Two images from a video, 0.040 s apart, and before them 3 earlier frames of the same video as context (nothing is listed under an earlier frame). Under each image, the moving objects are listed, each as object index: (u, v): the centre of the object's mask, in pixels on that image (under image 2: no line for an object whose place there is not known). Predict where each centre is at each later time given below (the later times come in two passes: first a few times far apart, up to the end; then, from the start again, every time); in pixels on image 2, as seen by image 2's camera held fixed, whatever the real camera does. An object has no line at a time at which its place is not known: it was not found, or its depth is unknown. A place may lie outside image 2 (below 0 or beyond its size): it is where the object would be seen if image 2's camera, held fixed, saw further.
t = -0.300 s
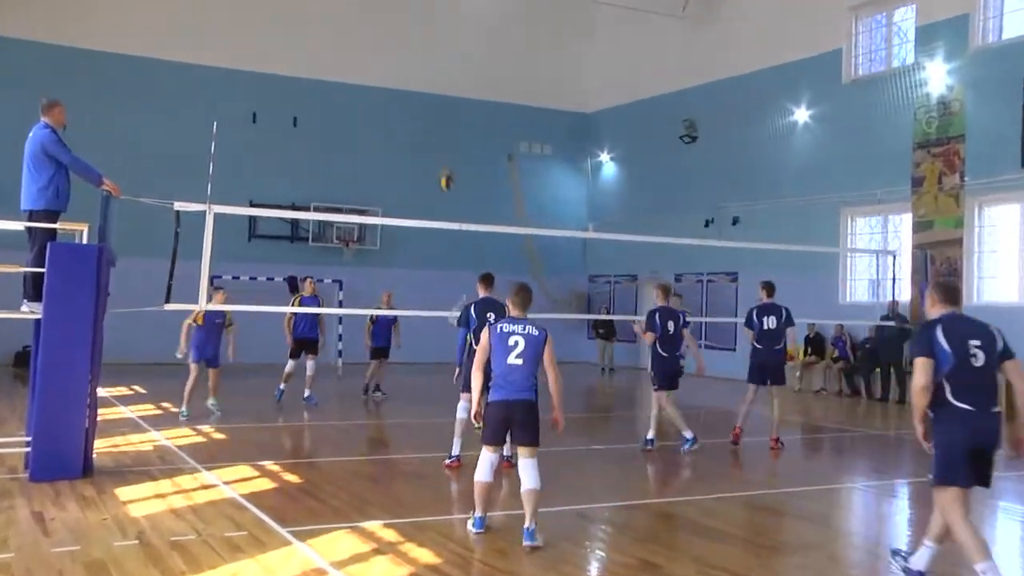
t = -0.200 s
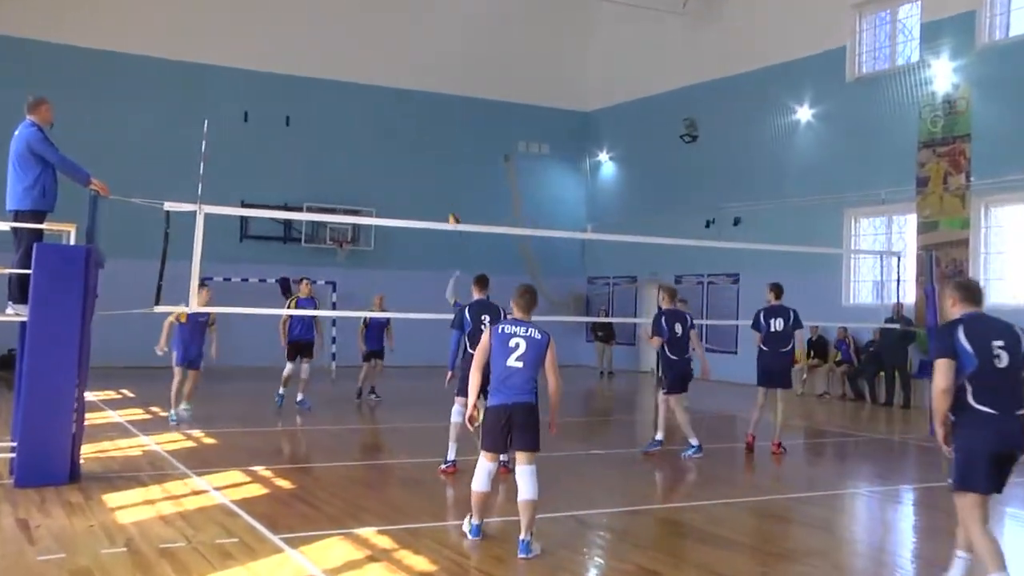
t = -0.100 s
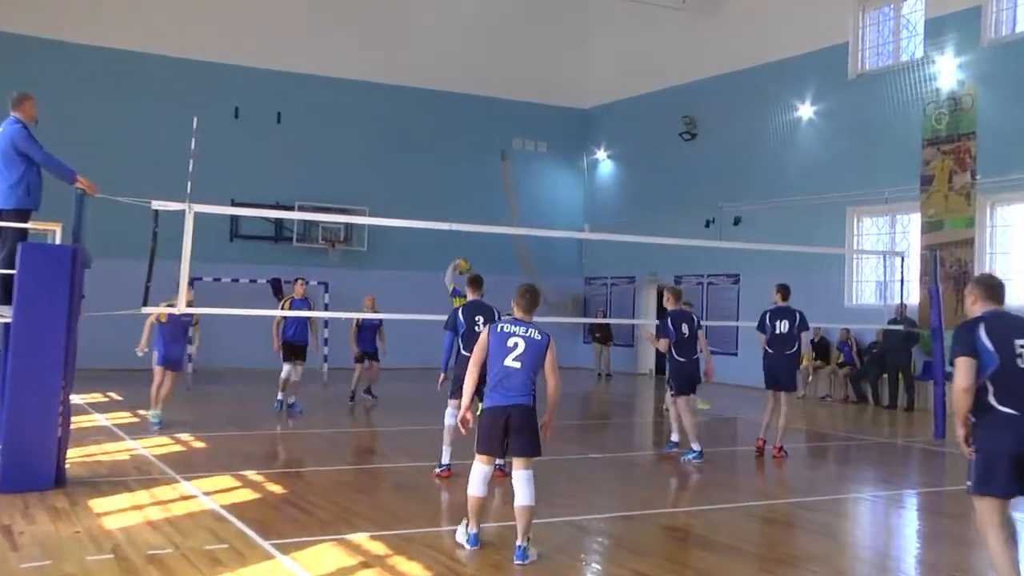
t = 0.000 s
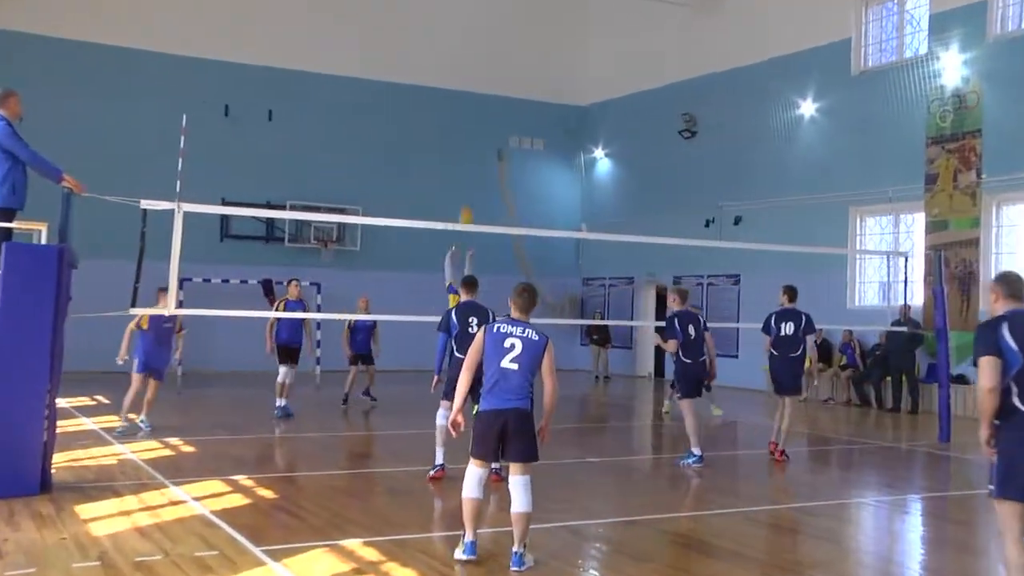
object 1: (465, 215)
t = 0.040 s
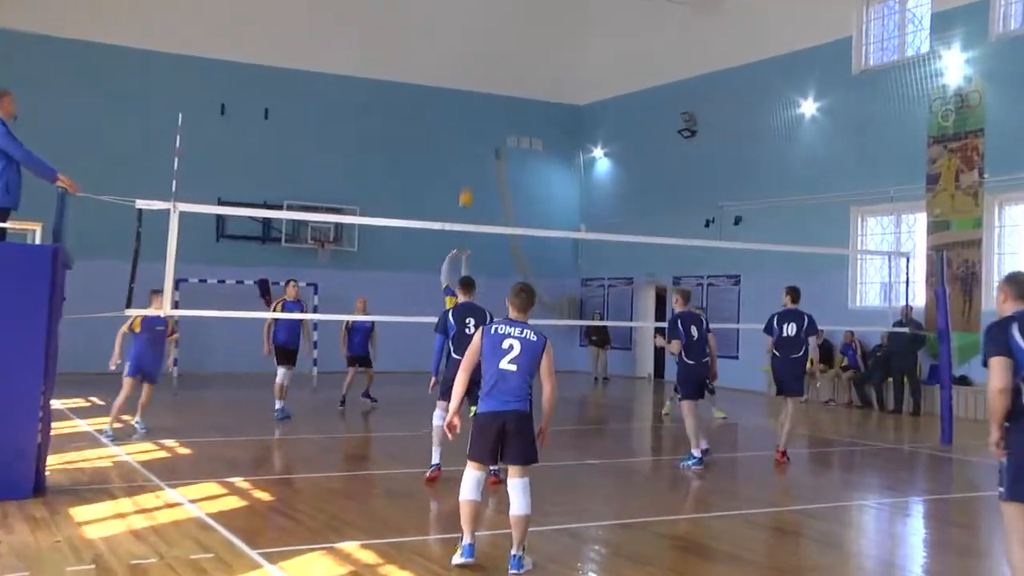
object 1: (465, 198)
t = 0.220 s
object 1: (477, 120)
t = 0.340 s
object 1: (484, 82)
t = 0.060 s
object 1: (467, 188)
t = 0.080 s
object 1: (468, 178)
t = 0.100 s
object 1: (469, 169)
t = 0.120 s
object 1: (470, 161)
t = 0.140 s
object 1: (472, 152)
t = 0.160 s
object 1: (473, 144)
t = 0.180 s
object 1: (474, 136)
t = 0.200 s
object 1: (476, 128)
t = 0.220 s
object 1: (477, 120)
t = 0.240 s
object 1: (479, 112)
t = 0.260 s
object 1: (480, 105)
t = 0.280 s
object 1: (481, 99)
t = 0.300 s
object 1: (483, 93)
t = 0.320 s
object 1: (484, 88)
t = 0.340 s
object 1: (484, 82)
